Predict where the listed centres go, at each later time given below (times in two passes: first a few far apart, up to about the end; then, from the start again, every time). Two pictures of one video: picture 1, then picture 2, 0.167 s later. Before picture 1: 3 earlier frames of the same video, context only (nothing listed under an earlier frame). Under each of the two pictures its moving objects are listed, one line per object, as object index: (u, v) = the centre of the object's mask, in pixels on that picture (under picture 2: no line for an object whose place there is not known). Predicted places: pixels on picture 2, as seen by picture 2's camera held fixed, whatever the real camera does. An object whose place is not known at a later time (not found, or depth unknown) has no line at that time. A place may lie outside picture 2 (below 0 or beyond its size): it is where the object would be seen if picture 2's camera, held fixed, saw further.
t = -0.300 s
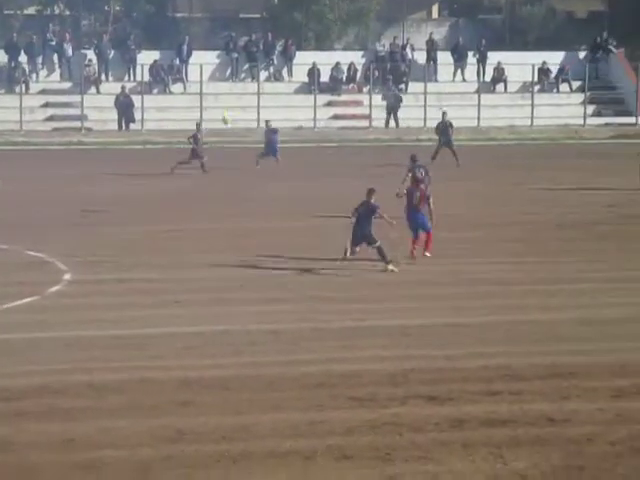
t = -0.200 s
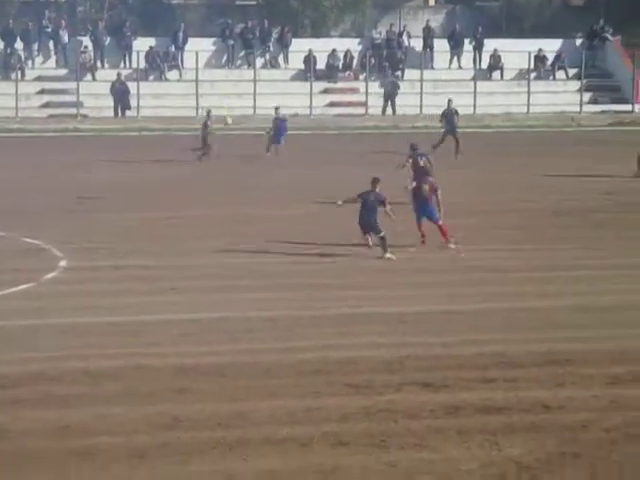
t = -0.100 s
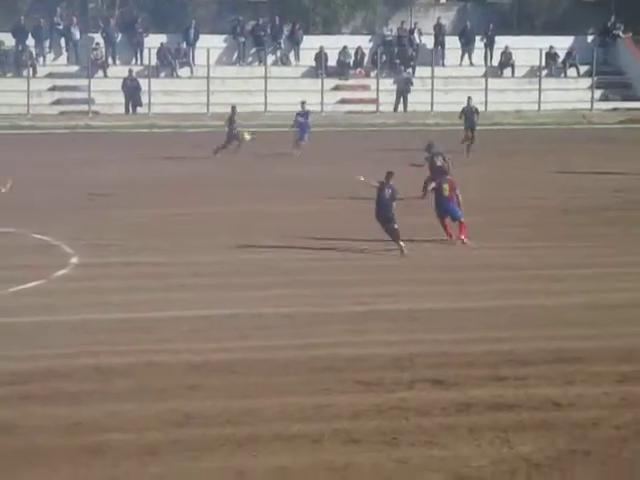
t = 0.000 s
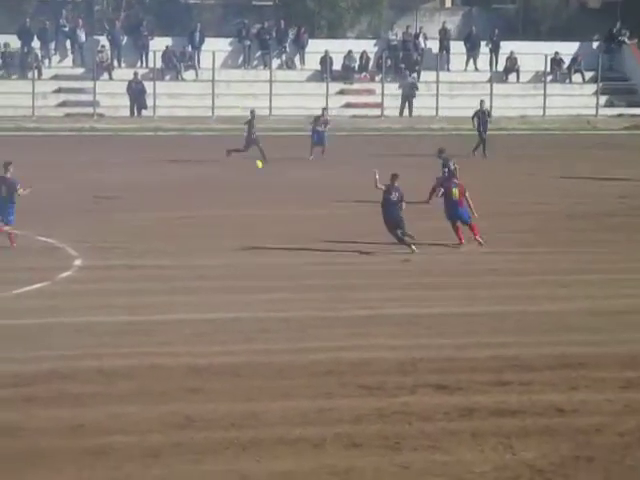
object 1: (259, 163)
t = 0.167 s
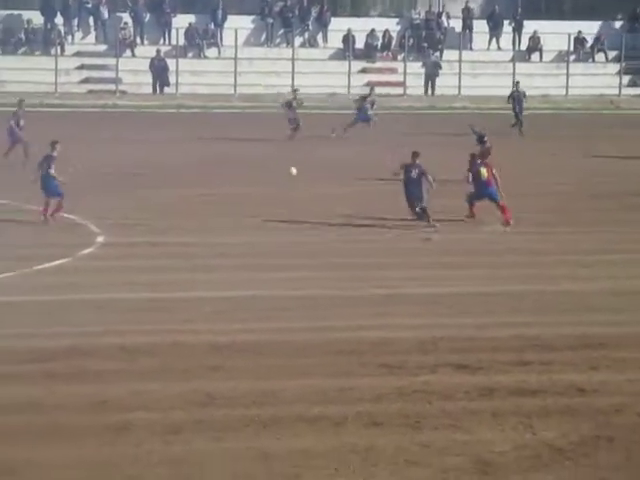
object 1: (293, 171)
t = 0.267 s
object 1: (298, 154)
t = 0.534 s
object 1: (308, 136)
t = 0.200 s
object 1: (295, 164)
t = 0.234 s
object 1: (296, 159)
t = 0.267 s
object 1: (298, 154)
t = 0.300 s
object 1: (299, 150)
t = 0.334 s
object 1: (300, 146)
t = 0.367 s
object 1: (302, 143)
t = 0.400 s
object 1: (303, 142)
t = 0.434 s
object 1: (304, 139)
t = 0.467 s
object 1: (305, 137)
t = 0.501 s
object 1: (306, 136)
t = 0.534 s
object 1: (308, 136)
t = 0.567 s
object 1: (309, 136)
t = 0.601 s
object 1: (310, 137)
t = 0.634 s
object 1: (311, 138)
